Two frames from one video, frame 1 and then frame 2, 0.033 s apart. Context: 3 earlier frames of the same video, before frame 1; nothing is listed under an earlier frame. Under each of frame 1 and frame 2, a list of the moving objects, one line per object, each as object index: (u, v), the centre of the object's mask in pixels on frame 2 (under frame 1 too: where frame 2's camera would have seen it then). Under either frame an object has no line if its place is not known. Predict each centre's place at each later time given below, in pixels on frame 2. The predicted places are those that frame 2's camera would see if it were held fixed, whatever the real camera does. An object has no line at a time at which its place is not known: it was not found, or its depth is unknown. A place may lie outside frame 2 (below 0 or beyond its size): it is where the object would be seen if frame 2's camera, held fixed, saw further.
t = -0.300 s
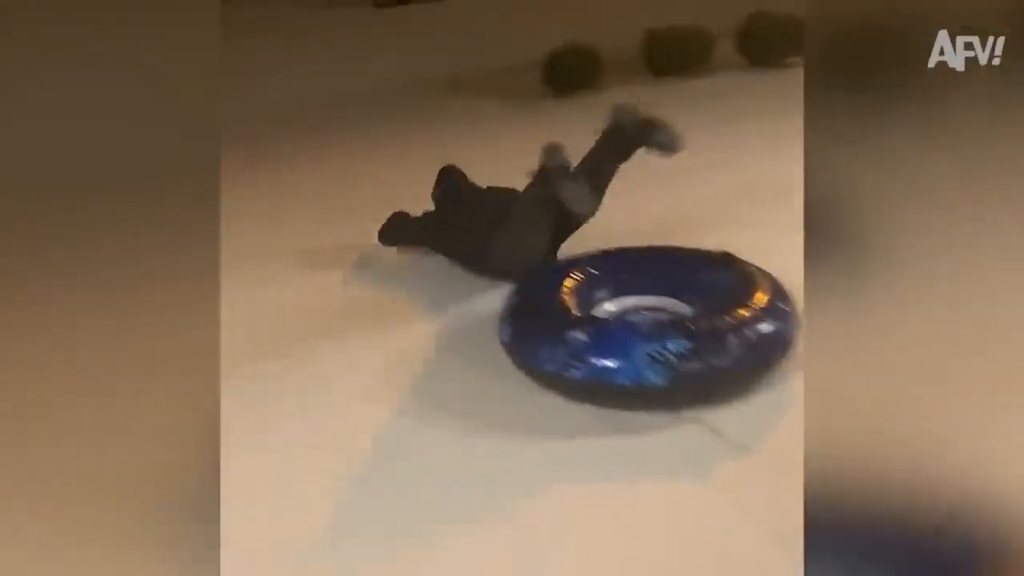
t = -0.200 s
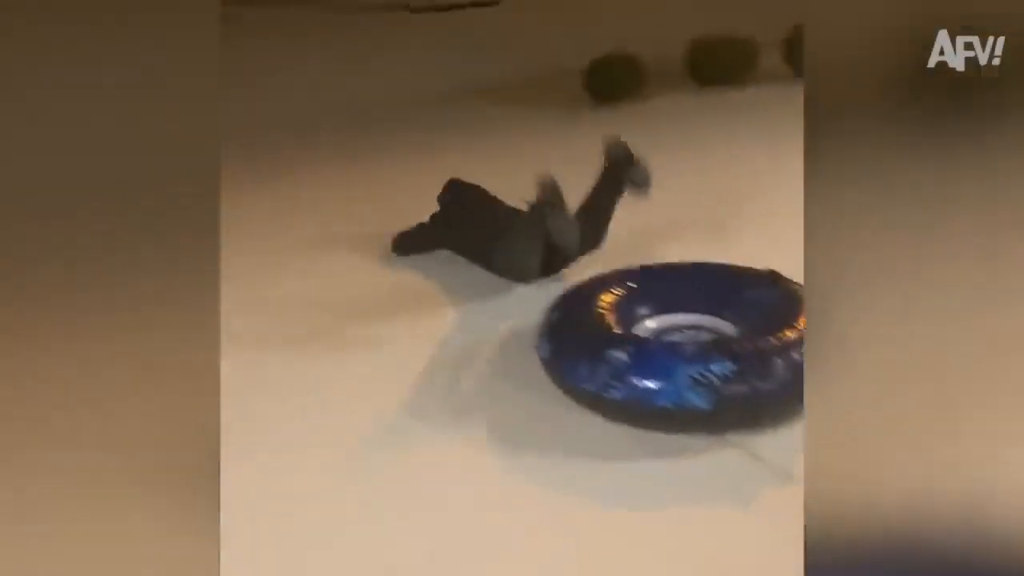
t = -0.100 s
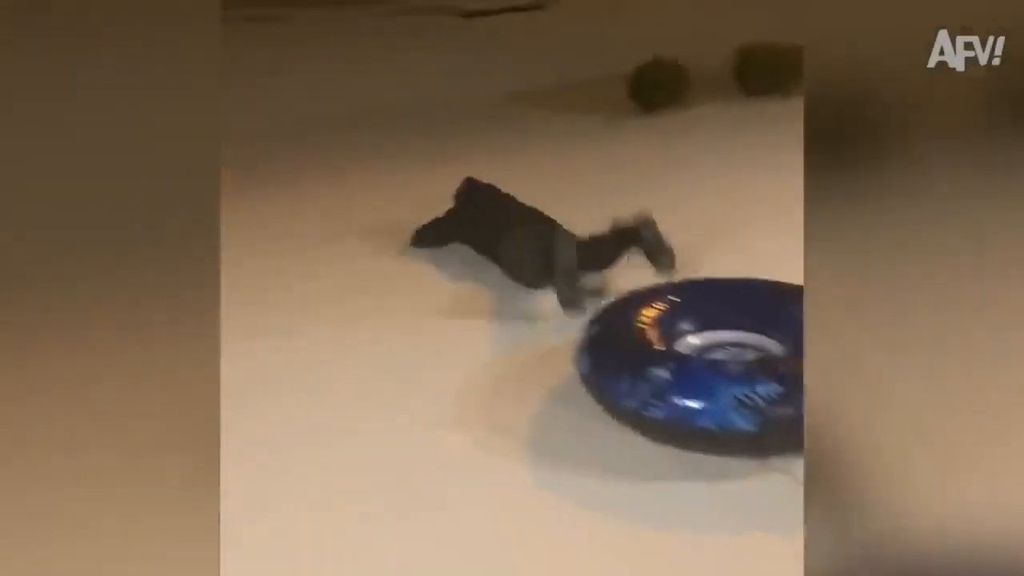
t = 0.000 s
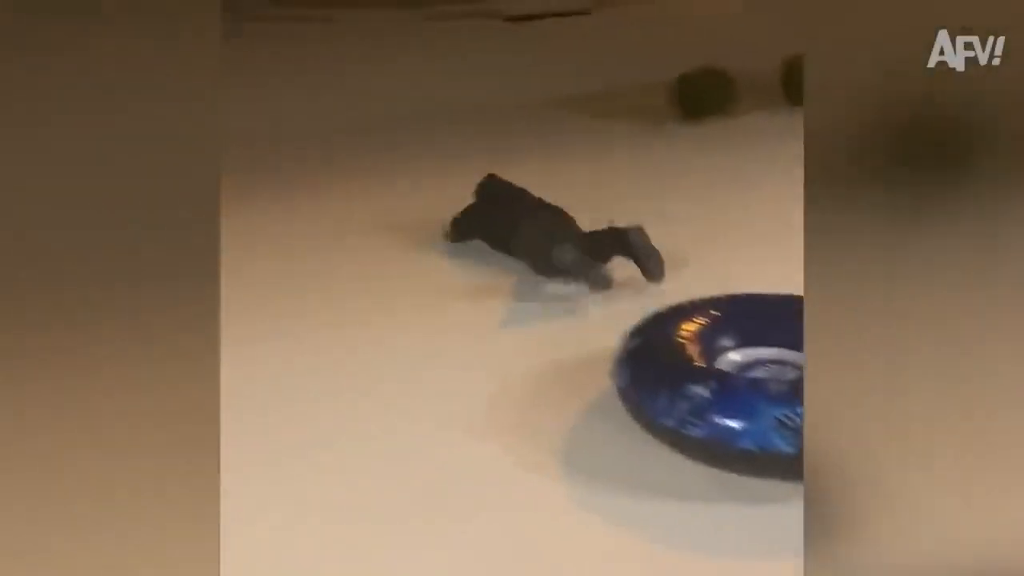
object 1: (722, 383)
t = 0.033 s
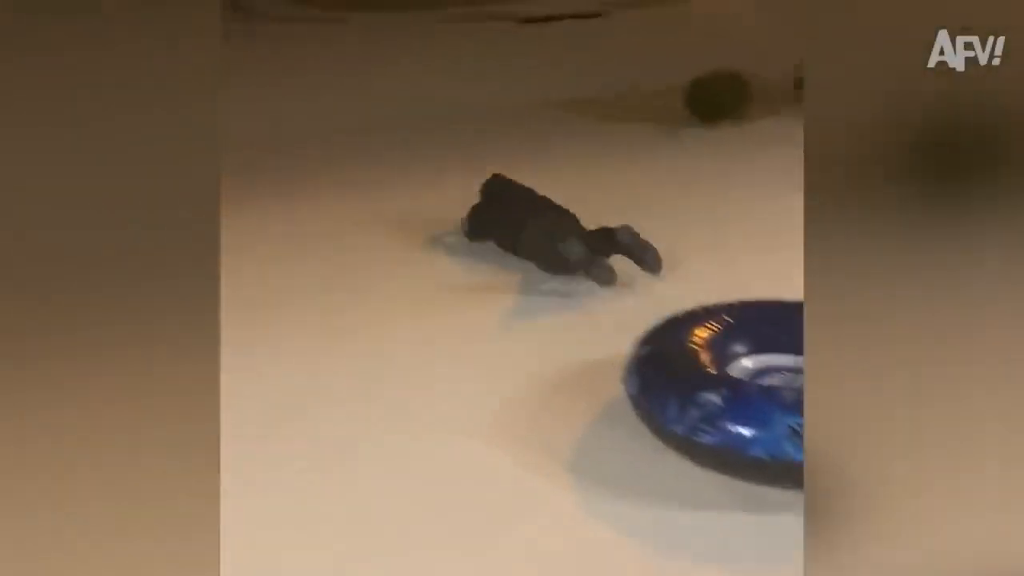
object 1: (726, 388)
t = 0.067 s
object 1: (727, 392)
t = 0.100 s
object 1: (727, 397)
